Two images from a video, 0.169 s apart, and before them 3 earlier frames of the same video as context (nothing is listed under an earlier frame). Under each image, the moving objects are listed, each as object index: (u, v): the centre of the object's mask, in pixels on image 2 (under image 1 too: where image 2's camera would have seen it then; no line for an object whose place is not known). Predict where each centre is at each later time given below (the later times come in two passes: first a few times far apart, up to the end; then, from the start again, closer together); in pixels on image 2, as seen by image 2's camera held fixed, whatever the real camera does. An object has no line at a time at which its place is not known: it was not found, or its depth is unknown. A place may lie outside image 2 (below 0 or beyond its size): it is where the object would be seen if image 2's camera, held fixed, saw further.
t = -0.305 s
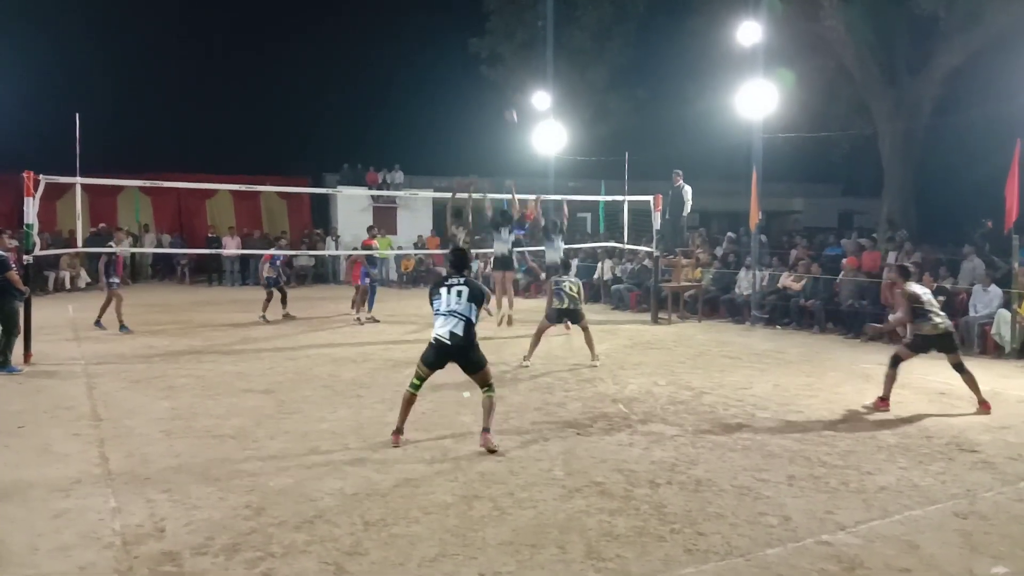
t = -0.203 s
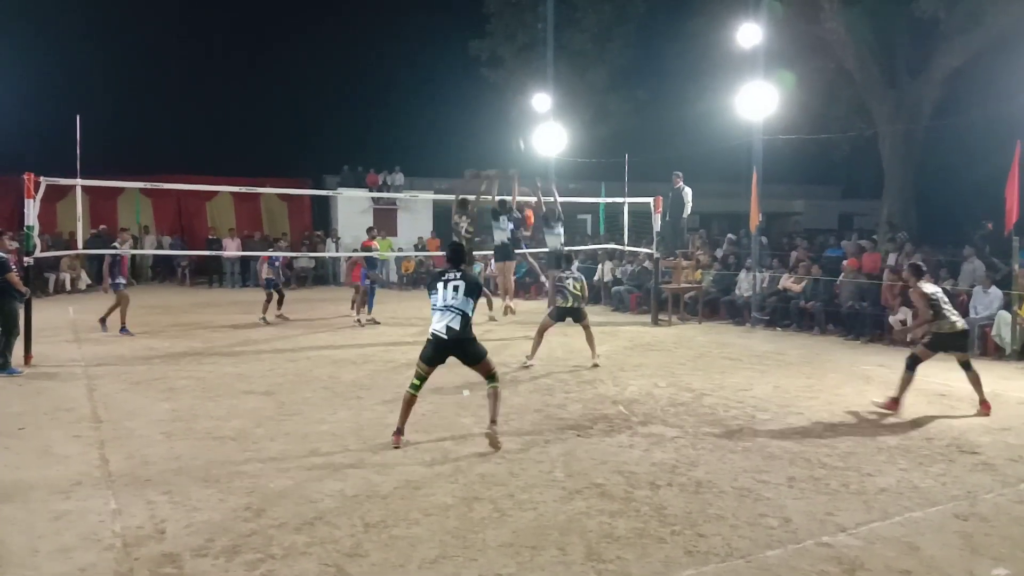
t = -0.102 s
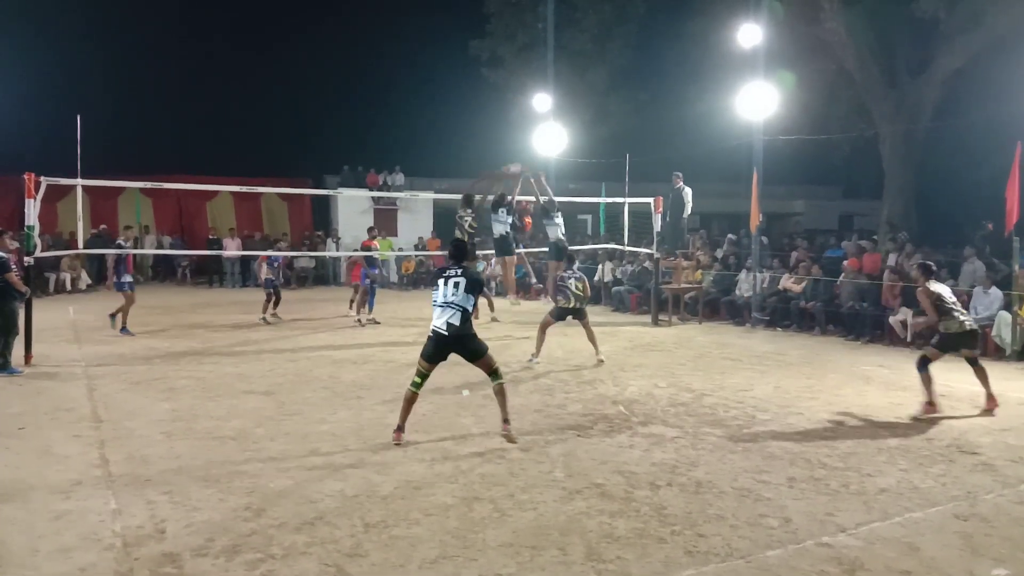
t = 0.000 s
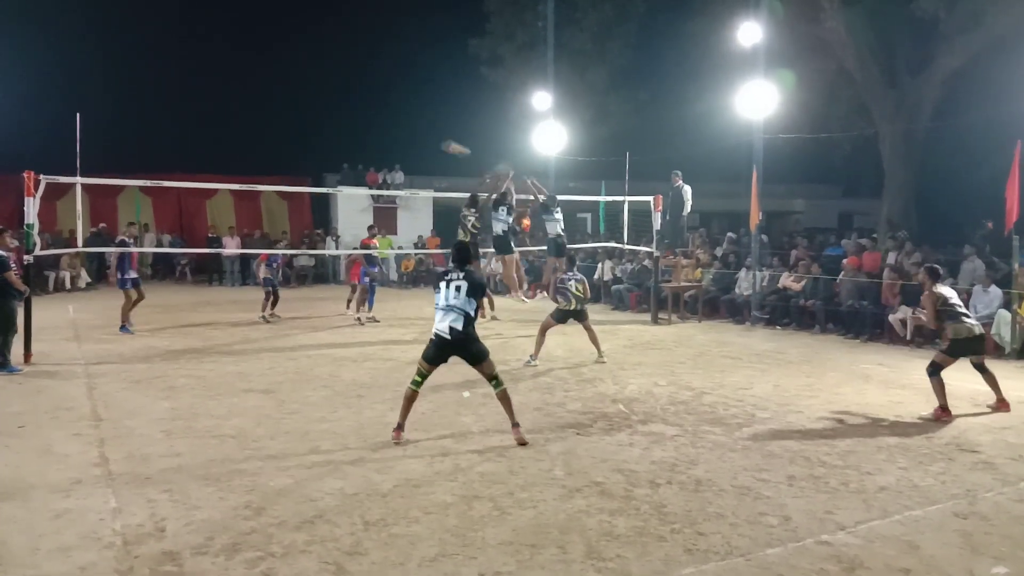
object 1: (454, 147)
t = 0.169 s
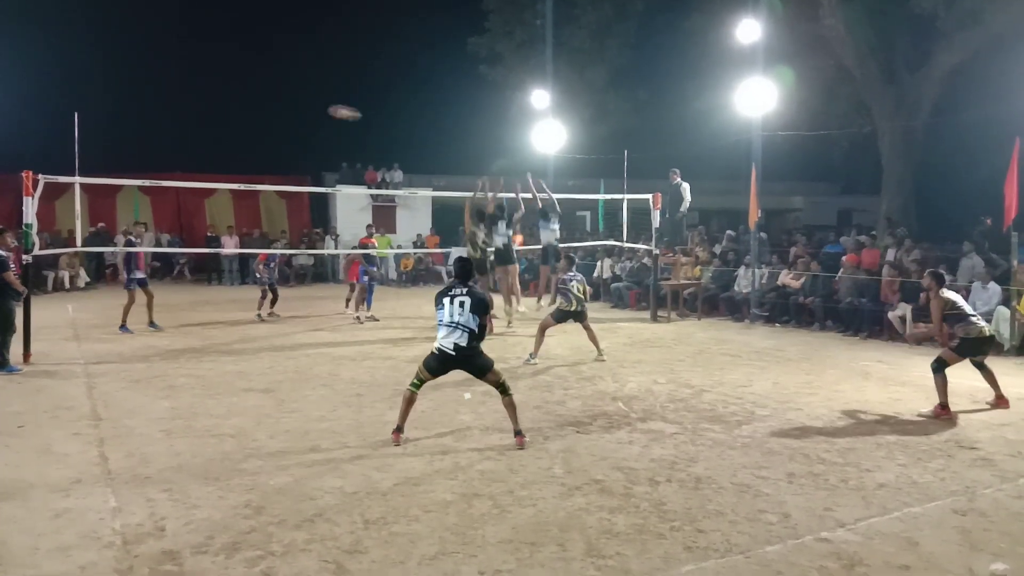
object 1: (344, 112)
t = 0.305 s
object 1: (248, 99)
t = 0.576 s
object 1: (32, 119)
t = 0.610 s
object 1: (7, 127)
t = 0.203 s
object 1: (321, 108)
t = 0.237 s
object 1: (297, 103)
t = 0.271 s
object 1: (273, 100)
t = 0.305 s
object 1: (248, 99)
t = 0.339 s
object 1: (223, 97)
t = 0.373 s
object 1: (198, 98)
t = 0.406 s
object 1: (171, 98)
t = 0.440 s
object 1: (143, 100)
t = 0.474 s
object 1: (118, 103)
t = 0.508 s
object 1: (89, 108)
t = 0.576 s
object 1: (32, 119)
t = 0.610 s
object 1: (7, 127)
